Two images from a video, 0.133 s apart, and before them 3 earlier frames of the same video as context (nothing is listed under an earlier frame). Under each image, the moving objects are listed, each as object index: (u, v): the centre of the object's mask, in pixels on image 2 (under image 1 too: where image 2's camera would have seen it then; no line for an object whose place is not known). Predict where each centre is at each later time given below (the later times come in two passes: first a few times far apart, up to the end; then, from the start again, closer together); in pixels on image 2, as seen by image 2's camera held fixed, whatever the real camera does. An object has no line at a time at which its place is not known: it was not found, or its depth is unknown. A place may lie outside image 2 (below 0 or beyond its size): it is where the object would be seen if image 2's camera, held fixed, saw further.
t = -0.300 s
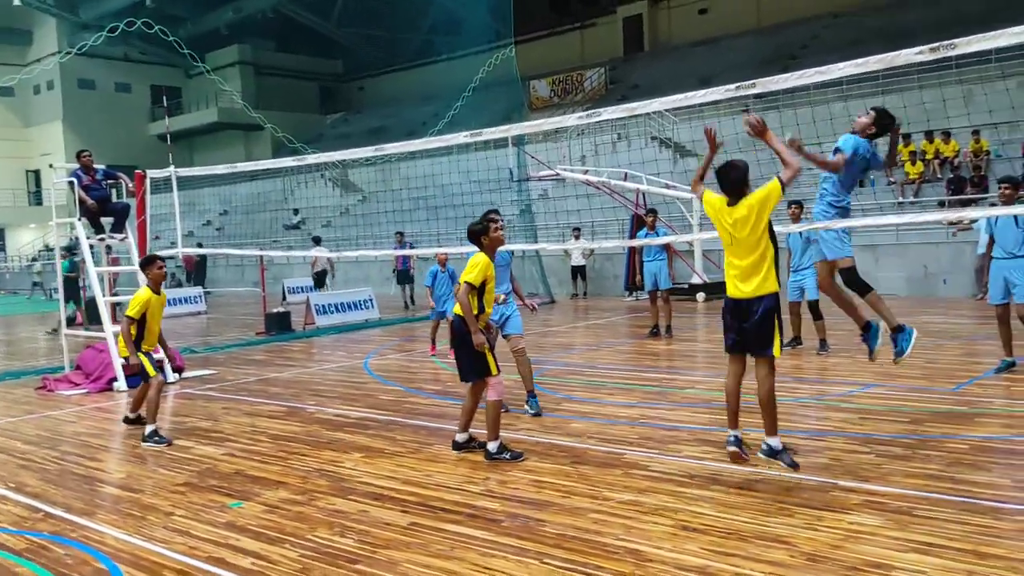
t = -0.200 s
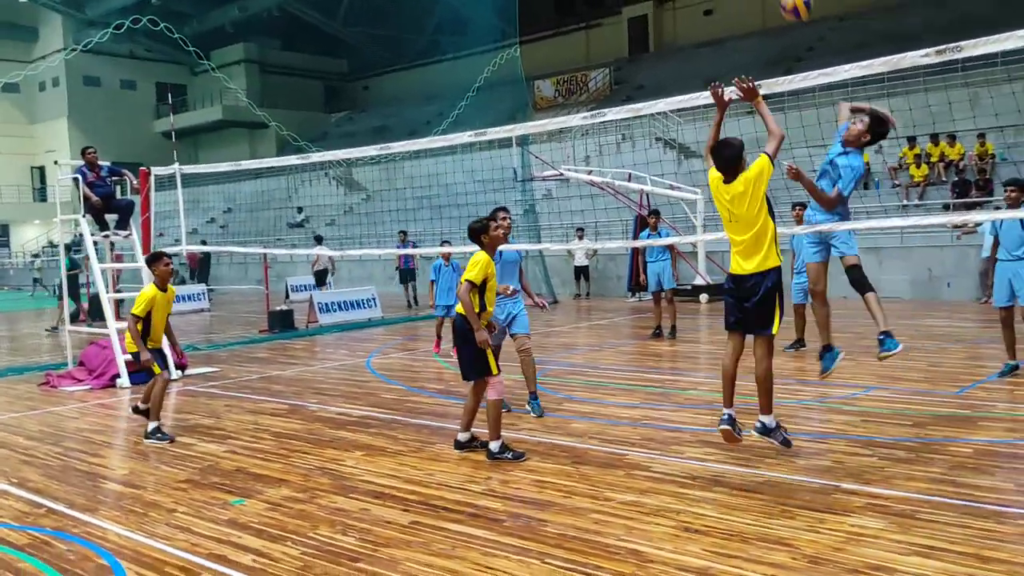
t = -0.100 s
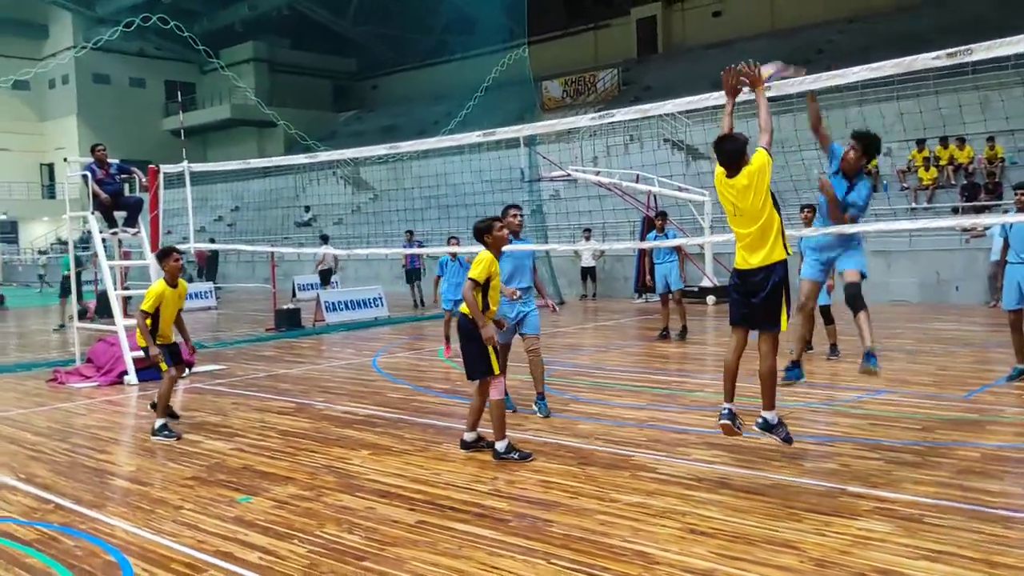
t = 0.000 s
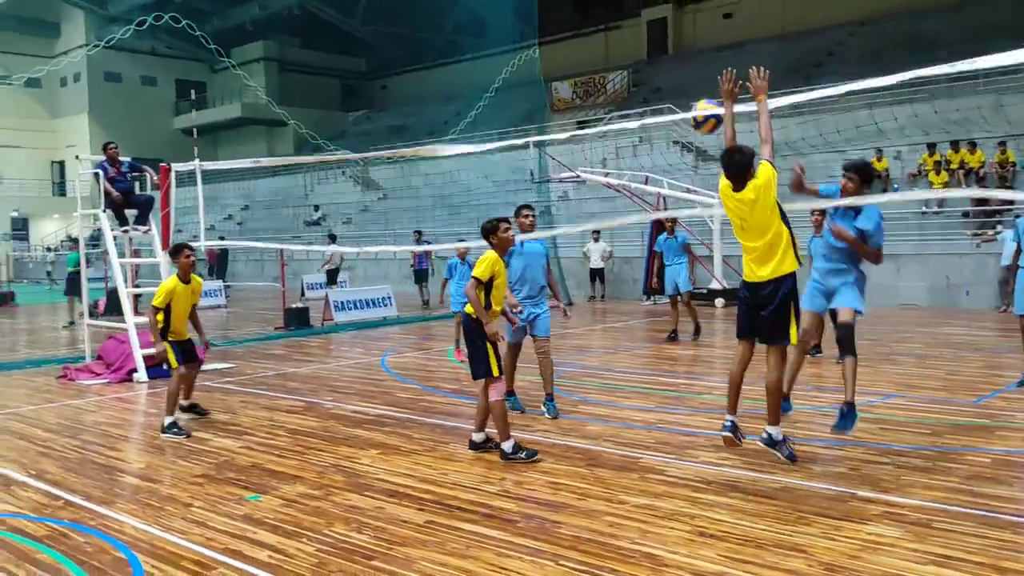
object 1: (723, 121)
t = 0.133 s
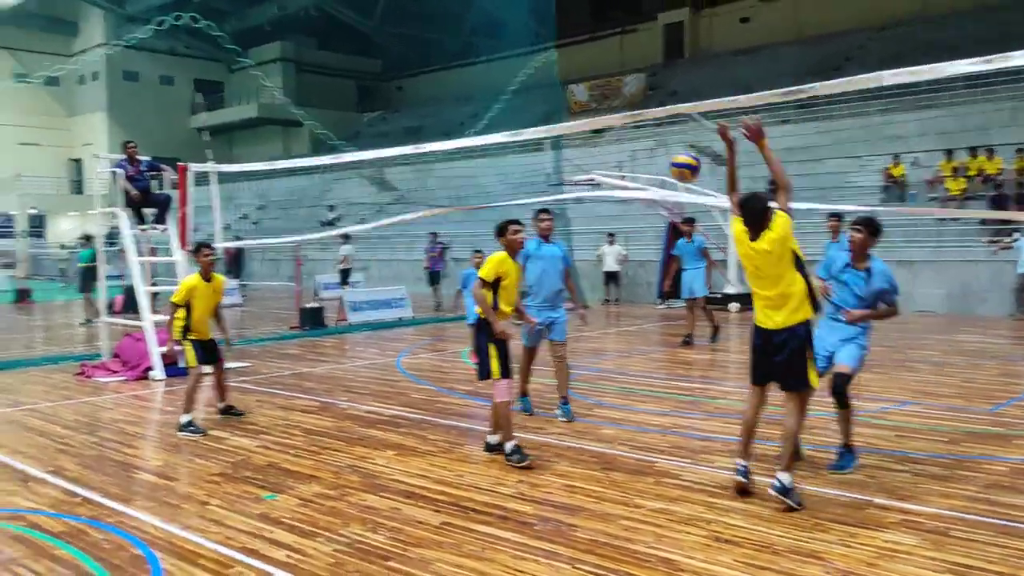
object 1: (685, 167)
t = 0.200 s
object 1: (669, 197)
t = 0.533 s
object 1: (594, 400)
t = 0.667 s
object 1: (576, 357)
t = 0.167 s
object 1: (676, 182)
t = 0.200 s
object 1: (669, 197)
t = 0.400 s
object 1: (622, 309)
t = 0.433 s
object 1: (614, 330)
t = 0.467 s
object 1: (607, 353)
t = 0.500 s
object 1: (601, 377)
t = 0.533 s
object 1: (594, 400)
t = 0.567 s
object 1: (588, 415)
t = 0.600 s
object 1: (583, 394)
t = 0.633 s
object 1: (580, 376)
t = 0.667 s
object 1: (576, 357)
